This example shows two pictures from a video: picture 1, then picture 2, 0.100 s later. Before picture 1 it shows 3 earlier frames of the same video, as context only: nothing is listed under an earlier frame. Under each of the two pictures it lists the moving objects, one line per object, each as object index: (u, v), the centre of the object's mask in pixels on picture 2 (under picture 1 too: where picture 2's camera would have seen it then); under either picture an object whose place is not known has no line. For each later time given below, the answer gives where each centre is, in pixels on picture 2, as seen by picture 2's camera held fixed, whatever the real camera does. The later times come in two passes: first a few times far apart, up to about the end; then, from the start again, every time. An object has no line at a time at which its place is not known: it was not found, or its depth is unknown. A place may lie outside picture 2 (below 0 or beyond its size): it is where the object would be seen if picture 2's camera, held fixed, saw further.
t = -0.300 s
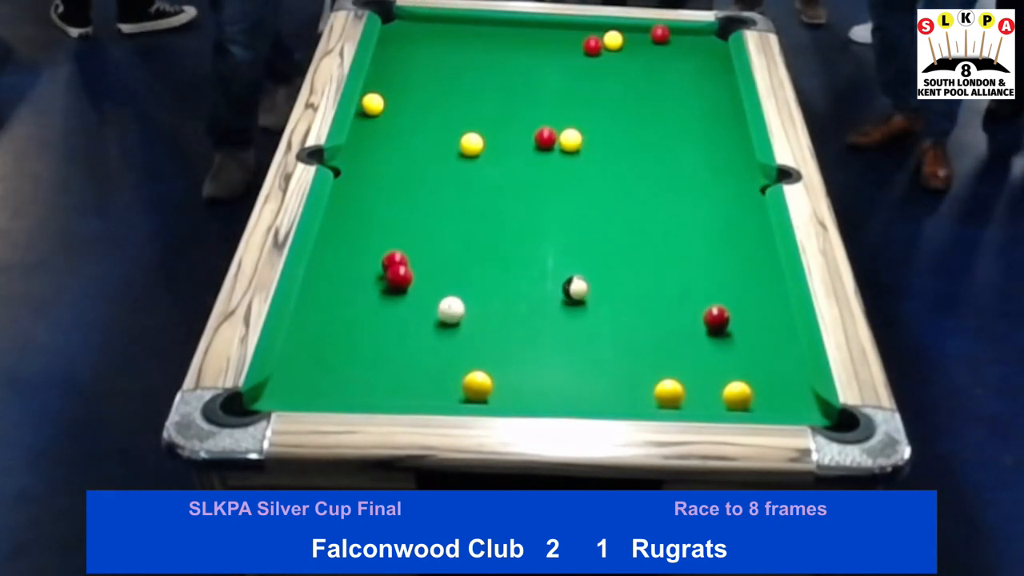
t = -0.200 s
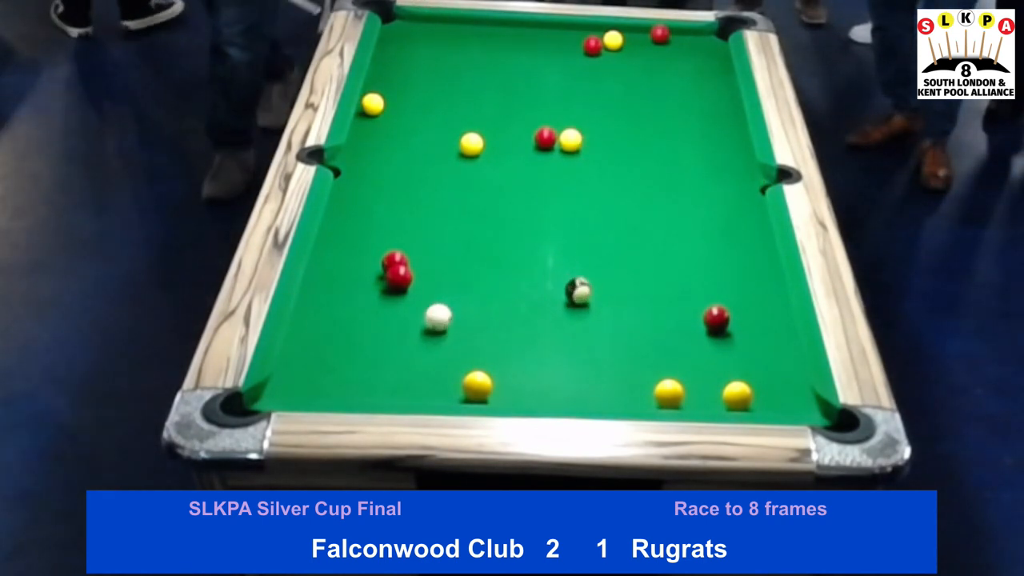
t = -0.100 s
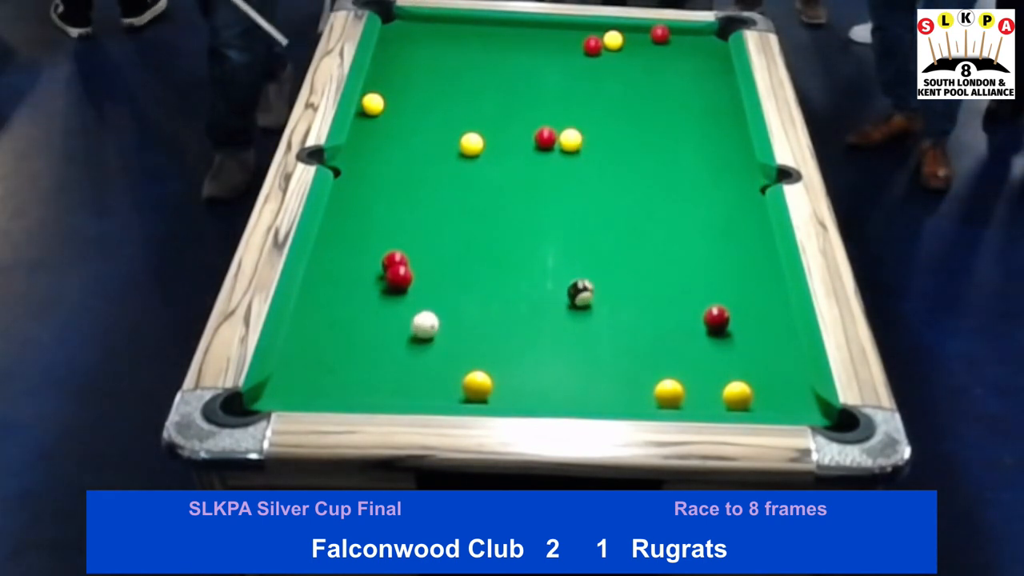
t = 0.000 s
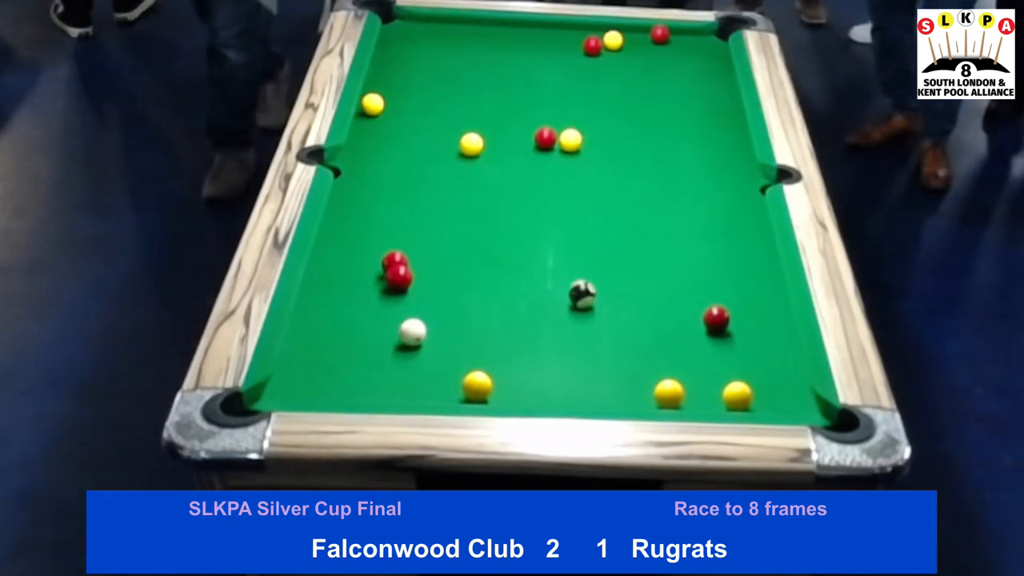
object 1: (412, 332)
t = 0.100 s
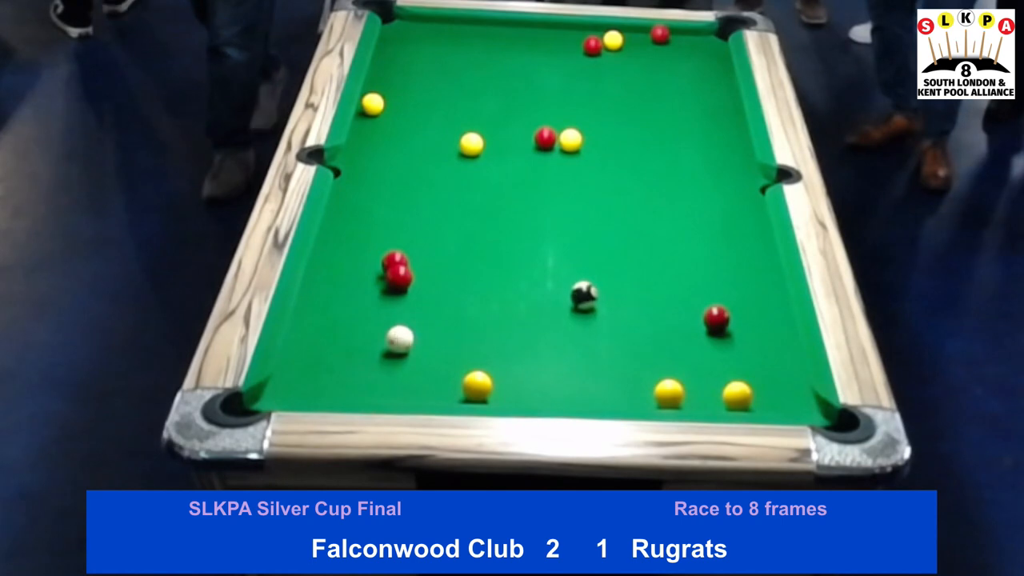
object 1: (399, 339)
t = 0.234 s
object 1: (383, 348)
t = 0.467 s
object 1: (354, 365)
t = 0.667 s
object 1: (331, 377)
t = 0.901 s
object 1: (304, 390)
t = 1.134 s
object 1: (279, 400)
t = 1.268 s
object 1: (260, 410)
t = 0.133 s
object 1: (396, 342)
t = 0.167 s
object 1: (391, 344)
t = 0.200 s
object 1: (387, 346)
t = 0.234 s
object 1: (383, 348)
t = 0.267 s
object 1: (379, 350)
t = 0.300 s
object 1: (375, 353)
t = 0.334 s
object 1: (371, 355)
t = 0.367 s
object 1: (367, 358)
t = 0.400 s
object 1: (363, 360)
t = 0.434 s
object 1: (358, 362)
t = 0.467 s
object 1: (354, 365)
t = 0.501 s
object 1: (351, 367)
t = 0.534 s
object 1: (346, 369)
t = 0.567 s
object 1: (343, 371)
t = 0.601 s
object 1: (339, 373)
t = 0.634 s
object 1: (335, 375)
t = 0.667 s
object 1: (331, 377)
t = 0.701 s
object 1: (327, 379)
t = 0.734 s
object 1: (323, 381)
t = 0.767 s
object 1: (319, 383)
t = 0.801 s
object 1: (316, 385)
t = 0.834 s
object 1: (312, 386)
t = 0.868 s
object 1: (308, 388)
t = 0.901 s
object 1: (304, 390)
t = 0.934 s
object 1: (301, 391)
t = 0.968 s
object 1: (297, 393)
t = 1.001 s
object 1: (293, 394)
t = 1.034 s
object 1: (290, 396)
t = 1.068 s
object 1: (286, 398)
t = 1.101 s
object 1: (283, 399)
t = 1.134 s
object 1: (279, 400)
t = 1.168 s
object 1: (275, 402)
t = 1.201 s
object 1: (271, 403)
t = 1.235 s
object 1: (266, 405)
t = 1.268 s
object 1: (260, 410)
